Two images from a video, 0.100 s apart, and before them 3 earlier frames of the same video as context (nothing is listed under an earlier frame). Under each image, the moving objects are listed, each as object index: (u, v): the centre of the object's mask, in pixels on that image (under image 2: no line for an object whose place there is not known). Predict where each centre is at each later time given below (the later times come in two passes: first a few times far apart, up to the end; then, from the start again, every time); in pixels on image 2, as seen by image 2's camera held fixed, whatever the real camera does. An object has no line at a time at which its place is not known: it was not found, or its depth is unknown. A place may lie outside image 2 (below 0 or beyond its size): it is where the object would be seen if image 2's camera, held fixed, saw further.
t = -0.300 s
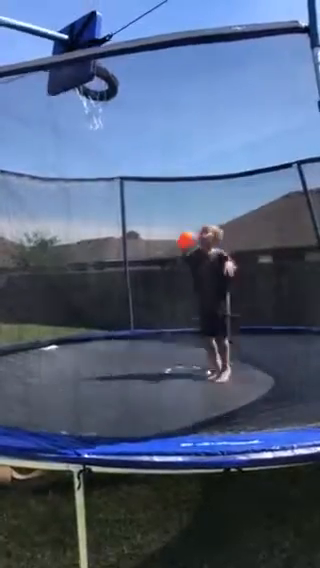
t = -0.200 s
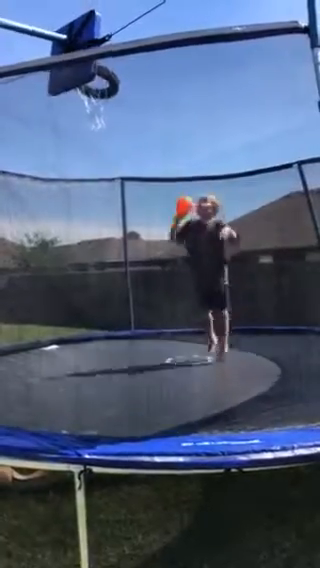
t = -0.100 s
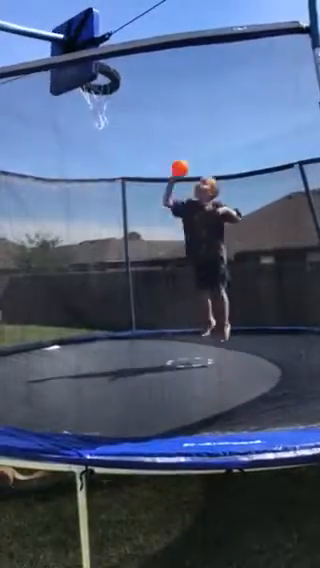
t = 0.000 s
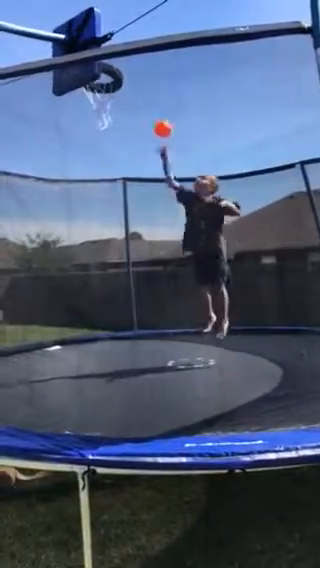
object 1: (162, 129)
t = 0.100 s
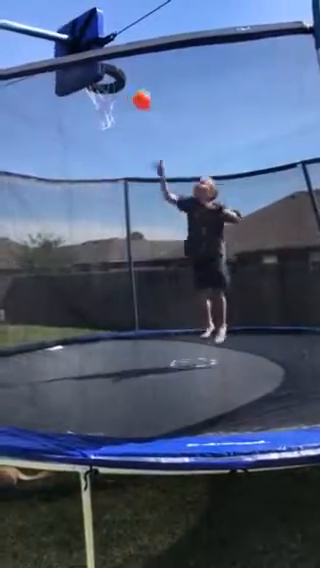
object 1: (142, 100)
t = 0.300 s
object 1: (125, 88)
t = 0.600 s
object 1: (128, 180)
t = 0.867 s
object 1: (142, 350)
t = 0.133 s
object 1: (135, 93)
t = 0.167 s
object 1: (129, 89)
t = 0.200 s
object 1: (126, 87)
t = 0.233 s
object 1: (126, 86)
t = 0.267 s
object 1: (126, 87)
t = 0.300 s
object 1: (125, 88)
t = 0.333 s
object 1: (125, 94)
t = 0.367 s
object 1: (123, 101)
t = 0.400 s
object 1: (123, 107)
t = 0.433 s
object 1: (123, 116)
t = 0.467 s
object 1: (124, 125)
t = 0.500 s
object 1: (125, 138)
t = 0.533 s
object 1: (128, 151)
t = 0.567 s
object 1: (128, 165)
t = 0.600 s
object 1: (128, 180)
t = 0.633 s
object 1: (129, 197)
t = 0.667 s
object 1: (130, 216)
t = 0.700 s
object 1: (134, 237)
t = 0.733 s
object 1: (135, 253)
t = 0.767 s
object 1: (137, 277)
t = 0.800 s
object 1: (139, 300)
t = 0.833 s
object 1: (141, 325)
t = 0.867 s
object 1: (142, 350)
